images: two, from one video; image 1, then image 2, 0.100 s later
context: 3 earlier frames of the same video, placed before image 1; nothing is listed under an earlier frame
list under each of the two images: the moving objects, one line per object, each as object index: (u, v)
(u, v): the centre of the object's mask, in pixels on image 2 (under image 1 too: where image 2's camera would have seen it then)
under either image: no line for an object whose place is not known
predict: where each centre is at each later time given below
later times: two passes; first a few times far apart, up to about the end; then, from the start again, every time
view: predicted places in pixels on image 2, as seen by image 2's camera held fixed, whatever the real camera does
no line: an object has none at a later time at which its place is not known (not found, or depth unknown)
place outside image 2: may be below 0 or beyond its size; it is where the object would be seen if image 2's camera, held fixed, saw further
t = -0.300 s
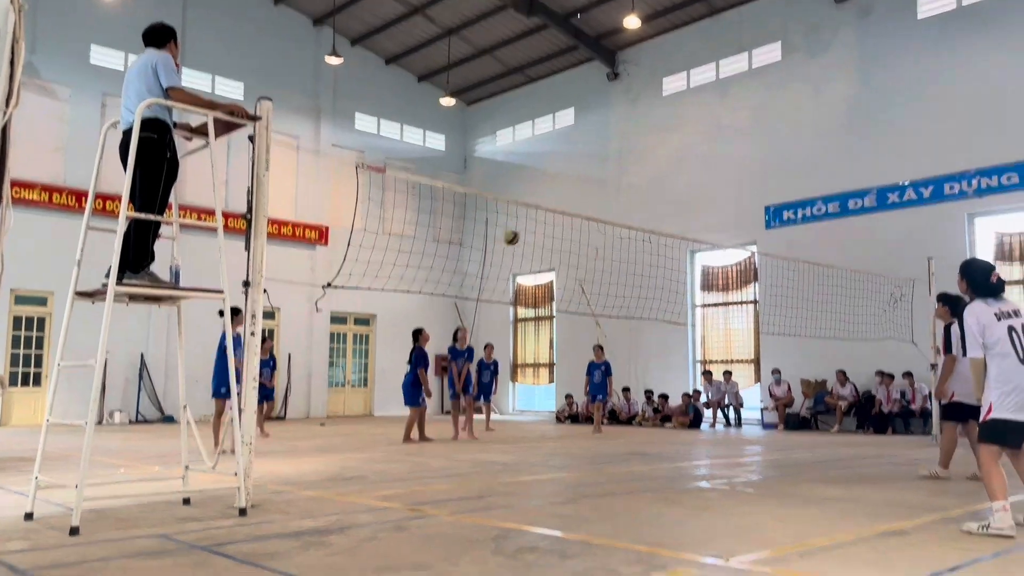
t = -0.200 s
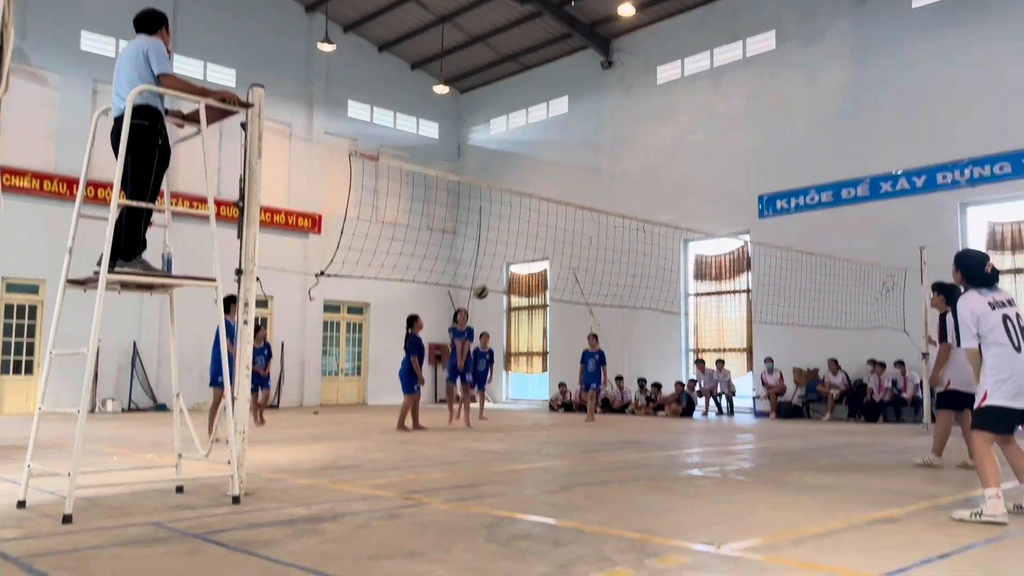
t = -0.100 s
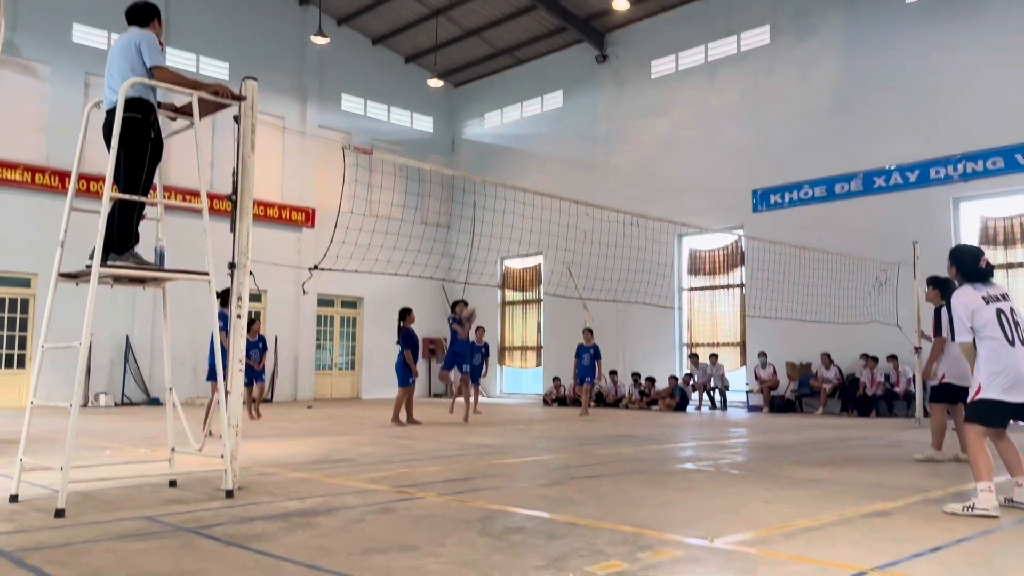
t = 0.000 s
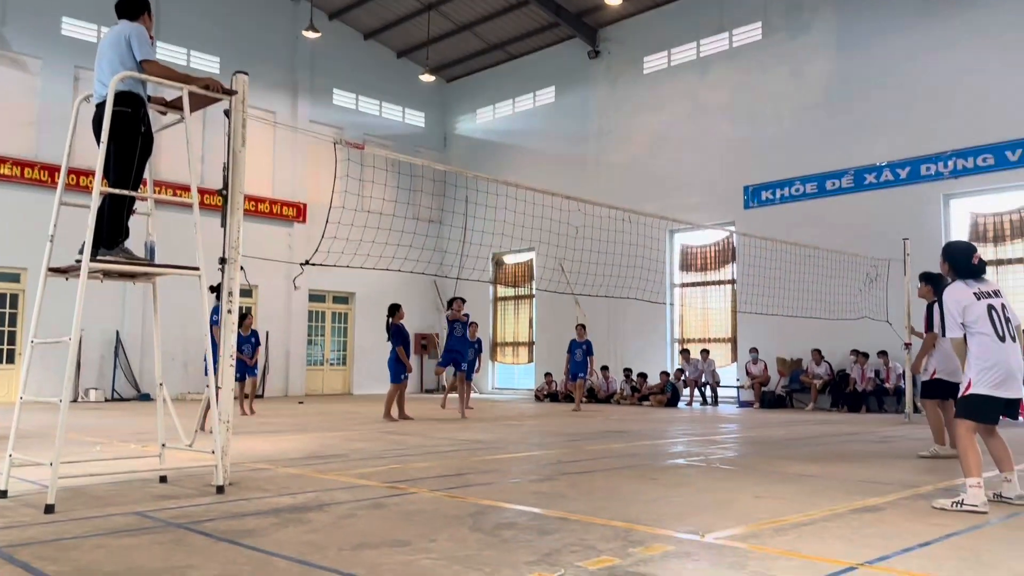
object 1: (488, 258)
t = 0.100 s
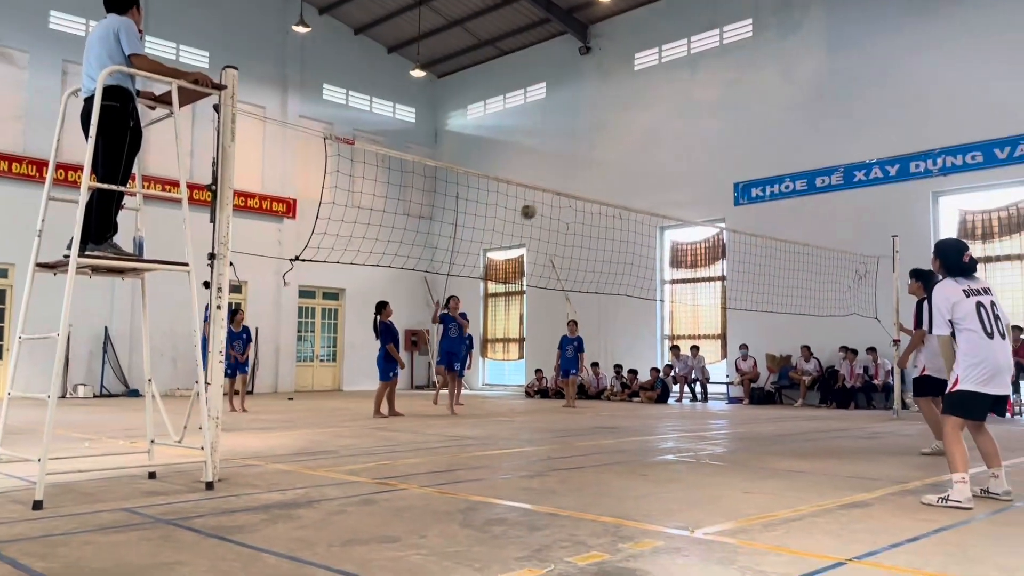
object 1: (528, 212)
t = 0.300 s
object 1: (608, 144)
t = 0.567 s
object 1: (723, 96)
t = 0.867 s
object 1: (869, 111)
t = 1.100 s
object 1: (1000, 182)
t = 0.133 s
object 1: (541, 198)
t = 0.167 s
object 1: (555, 184)
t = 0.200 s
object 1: (567, 174)
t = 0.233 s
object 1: (581, 163)
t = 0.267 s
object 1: (595, 153)
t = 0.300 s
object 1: (608, 144)
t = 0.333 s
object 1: (622, 135)
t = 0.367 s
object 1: (636, 127)
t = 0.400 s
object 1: (650, 120)
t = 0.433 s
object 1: (665, 113)
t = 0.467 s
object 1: (679, 107)
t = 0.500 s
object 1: (694, 103)
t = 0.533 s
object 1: (709, 99)
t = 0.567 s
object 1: (723, 96)
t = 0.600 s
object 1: (738, 94)
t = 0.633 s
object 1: (754, 93)
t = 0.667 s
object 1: (769, 92)
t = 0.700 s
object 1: (785, 93)
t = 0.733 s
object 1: (801, 94)
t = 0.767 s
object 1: (818, 97)
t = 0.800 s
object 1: (834, 101)
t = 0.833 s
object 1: (852, 105)
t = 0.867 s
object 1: (869, 111)
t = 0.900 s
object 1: (886, 118)
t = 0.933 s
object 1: (904, 126)
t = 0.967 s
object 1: (922, 135)
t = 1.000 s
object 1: (941, 145)
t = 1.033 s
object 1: (960, 157)
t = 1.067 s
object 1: (980, 170)
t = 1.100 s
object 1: (1000, 182)
